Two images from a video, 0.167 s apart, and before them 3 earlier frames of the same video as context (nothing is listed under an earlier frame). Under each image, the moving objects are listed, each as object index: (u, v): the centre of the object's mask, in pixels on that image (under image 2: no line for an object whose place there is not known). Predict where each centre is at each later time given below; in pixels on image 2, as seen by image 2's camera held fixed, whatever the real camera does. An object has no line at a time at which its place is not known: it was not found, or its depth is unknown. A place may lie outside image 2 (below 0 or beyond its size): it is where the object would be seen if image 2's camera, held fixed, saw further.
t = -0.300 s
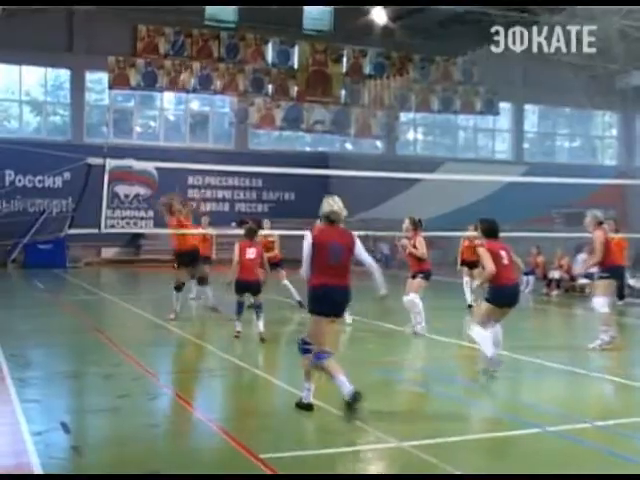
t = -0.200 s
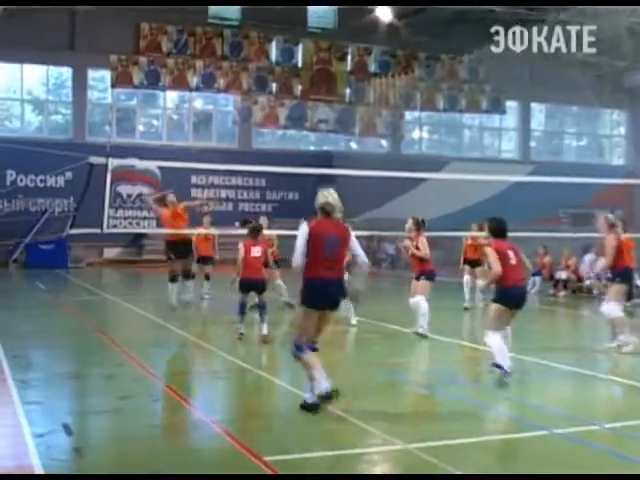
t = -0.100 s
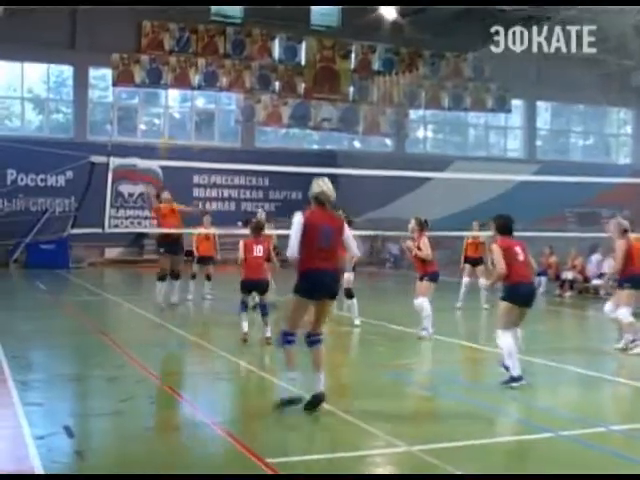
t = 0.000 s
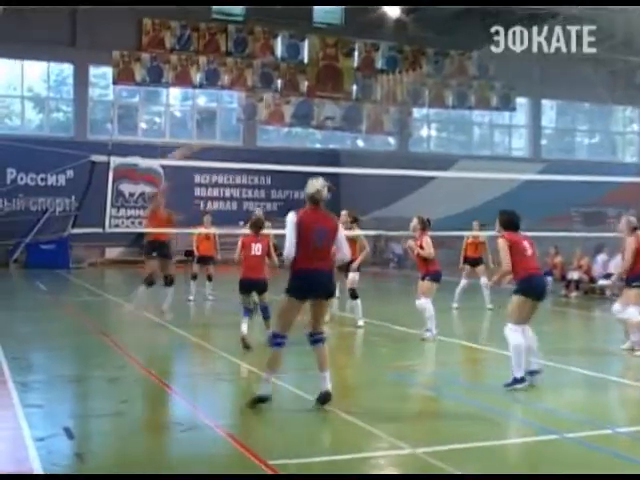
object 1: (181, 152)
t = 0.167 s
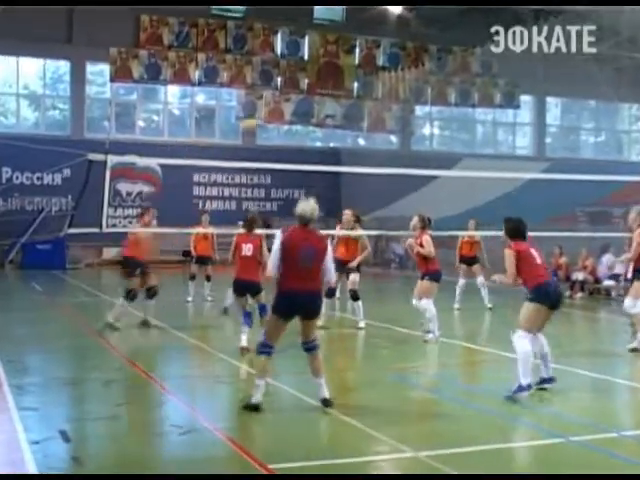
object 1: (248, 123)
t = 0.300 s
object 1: (316, 114)
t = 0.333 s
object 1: (332, 111)
